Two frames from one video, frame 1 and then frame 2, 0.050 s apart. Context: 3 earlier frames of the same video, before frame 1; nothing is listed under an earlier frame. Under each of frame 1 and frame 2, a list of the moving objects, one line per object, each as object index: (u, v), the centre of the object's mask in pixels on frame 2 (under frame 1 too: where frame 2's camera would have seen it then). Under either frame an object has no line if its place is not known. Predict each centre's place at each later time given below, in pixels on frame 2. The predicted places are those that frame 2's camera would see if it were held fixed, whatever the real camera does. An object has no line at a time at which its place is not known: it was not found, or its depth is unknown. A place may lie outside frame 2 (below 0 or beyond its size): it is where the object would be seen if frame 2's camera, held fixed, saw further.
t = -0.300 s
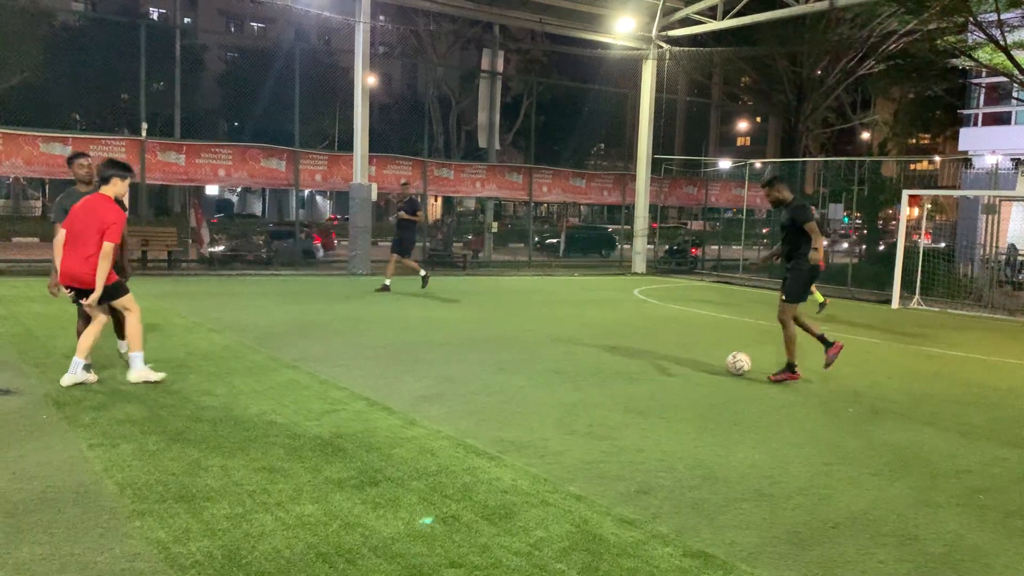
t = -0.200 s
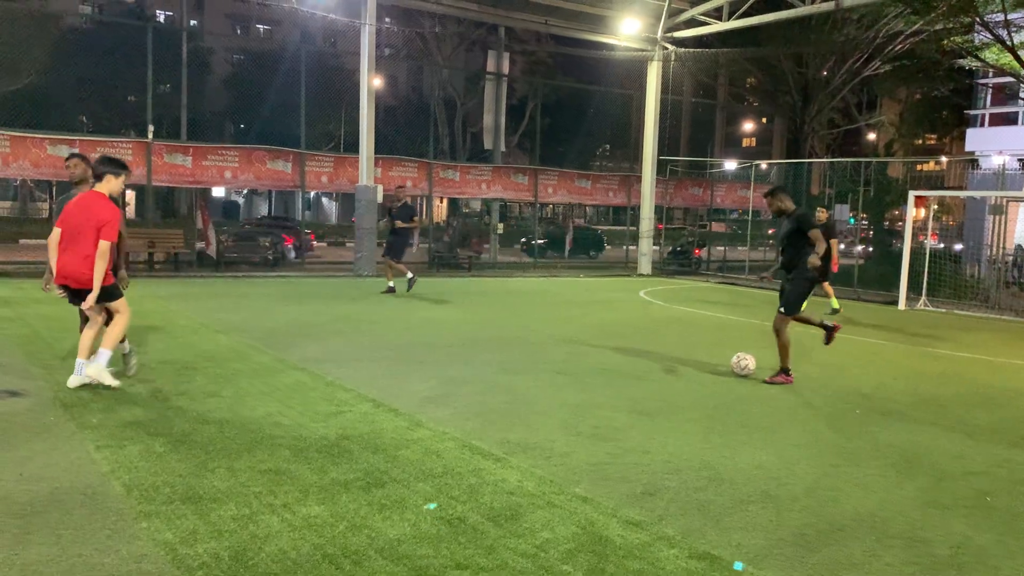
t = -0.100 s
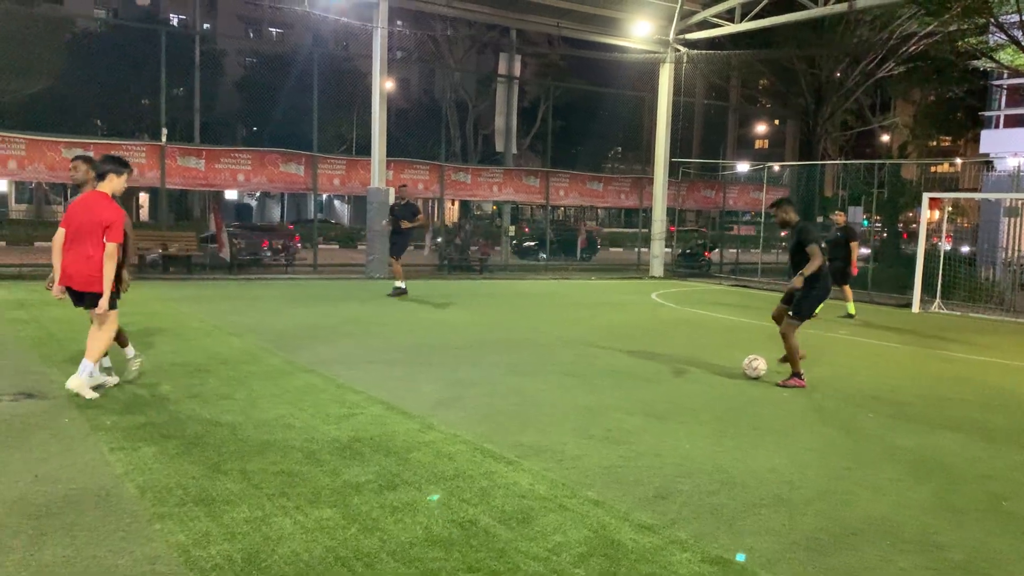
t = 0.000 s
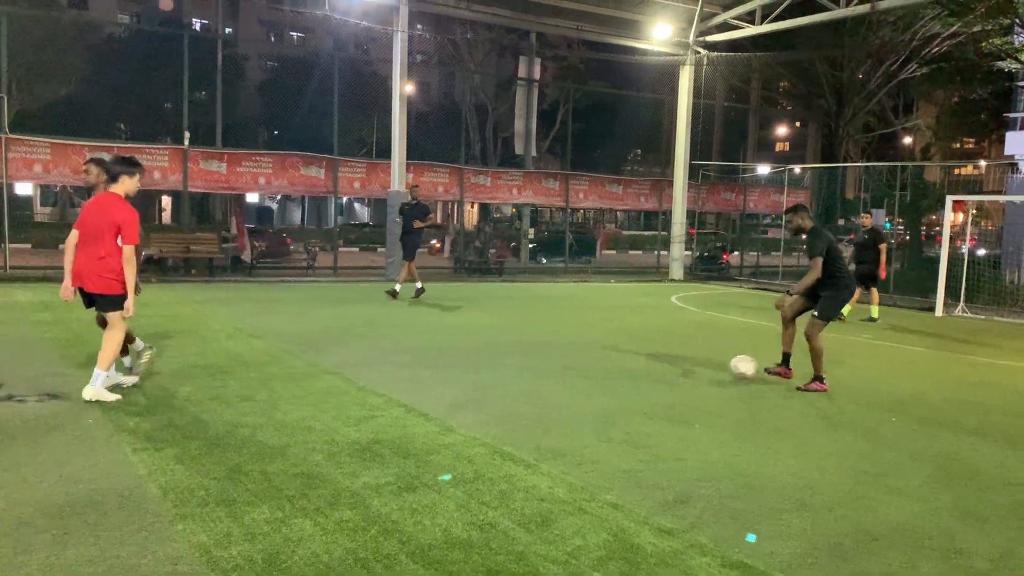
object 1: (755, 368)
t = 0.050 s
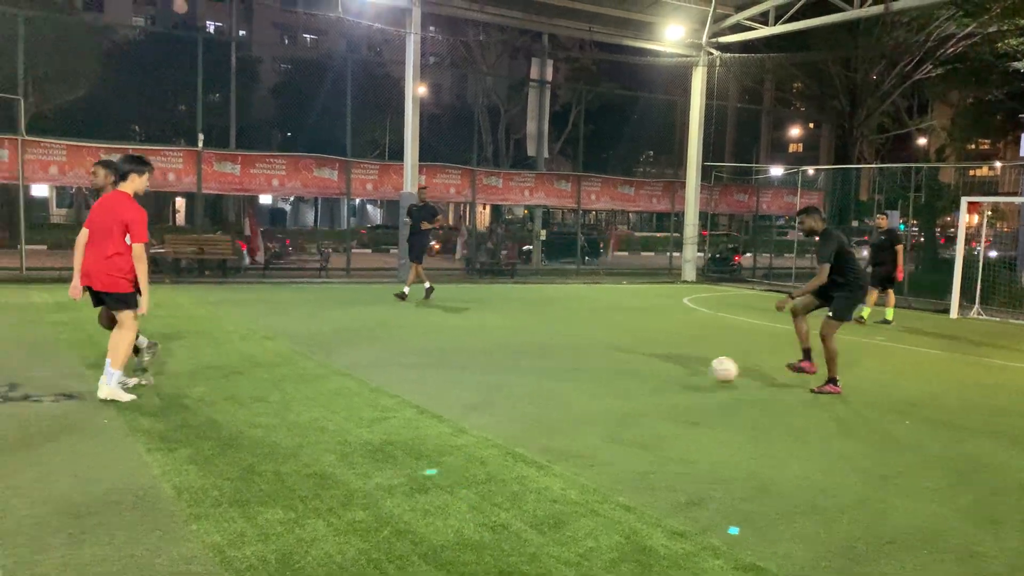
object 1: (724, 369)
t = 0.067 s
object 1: (713, 370)
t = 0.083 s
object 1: (701, 372)
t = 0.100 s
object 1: (691, 373)
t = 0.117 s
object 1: (679, 375)
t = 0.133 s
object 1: (666, 376)
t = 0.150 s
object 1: (655, 379)
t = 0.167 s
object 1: (641, 382)
